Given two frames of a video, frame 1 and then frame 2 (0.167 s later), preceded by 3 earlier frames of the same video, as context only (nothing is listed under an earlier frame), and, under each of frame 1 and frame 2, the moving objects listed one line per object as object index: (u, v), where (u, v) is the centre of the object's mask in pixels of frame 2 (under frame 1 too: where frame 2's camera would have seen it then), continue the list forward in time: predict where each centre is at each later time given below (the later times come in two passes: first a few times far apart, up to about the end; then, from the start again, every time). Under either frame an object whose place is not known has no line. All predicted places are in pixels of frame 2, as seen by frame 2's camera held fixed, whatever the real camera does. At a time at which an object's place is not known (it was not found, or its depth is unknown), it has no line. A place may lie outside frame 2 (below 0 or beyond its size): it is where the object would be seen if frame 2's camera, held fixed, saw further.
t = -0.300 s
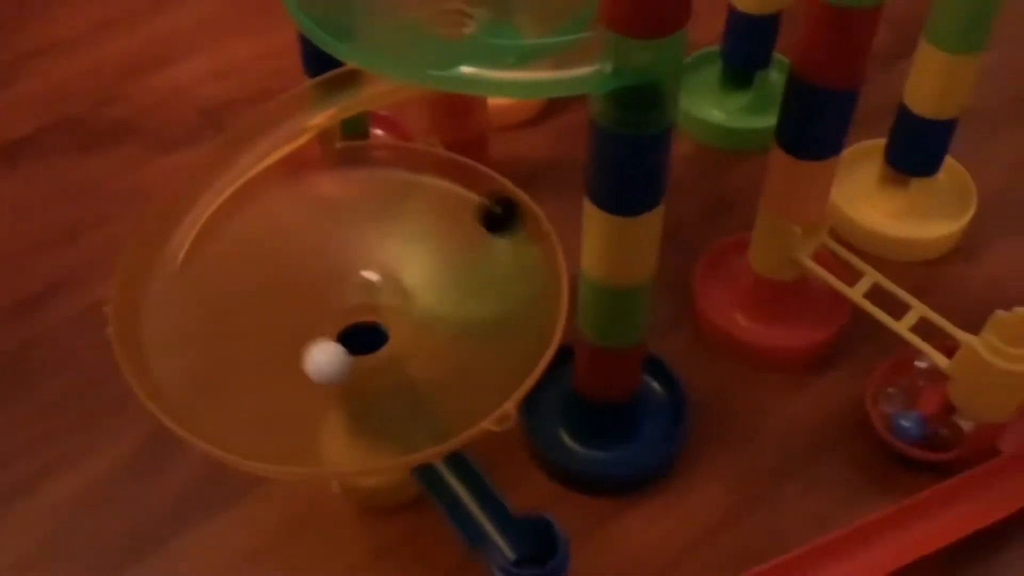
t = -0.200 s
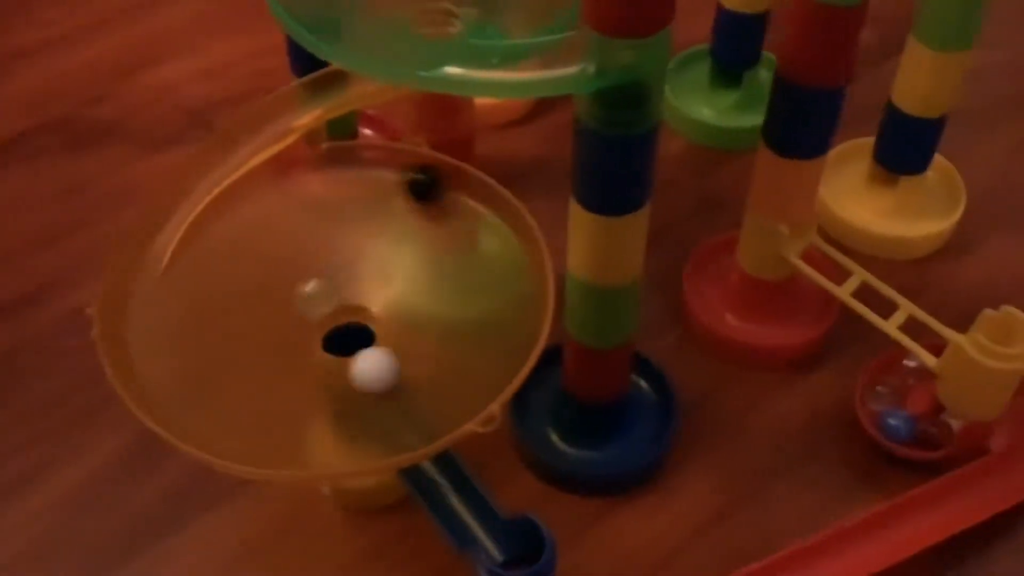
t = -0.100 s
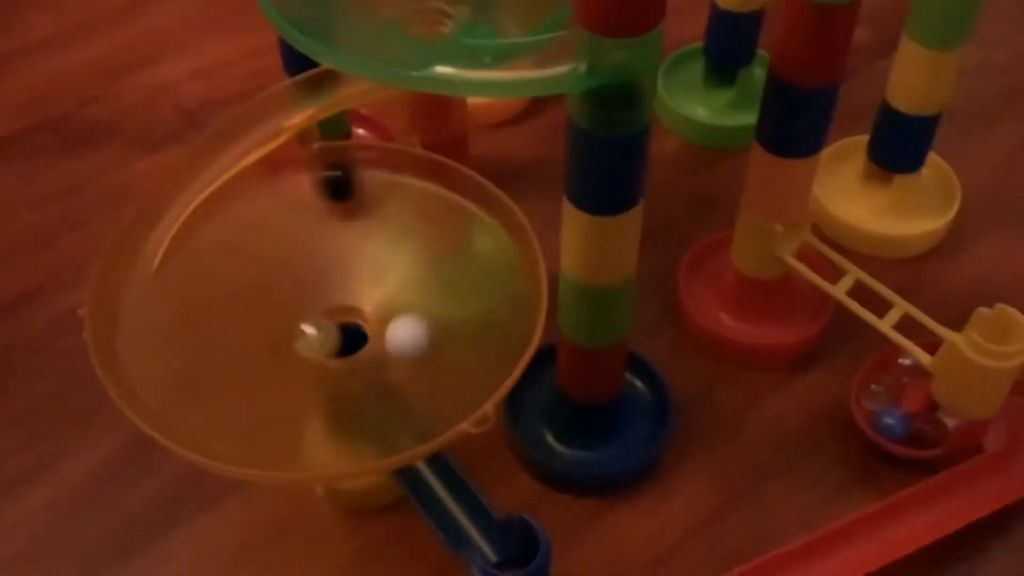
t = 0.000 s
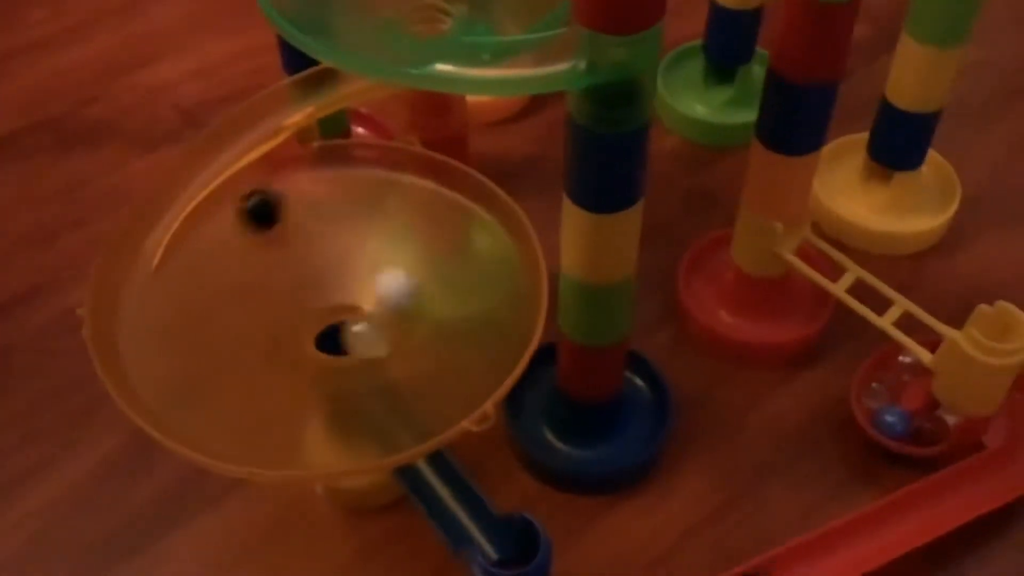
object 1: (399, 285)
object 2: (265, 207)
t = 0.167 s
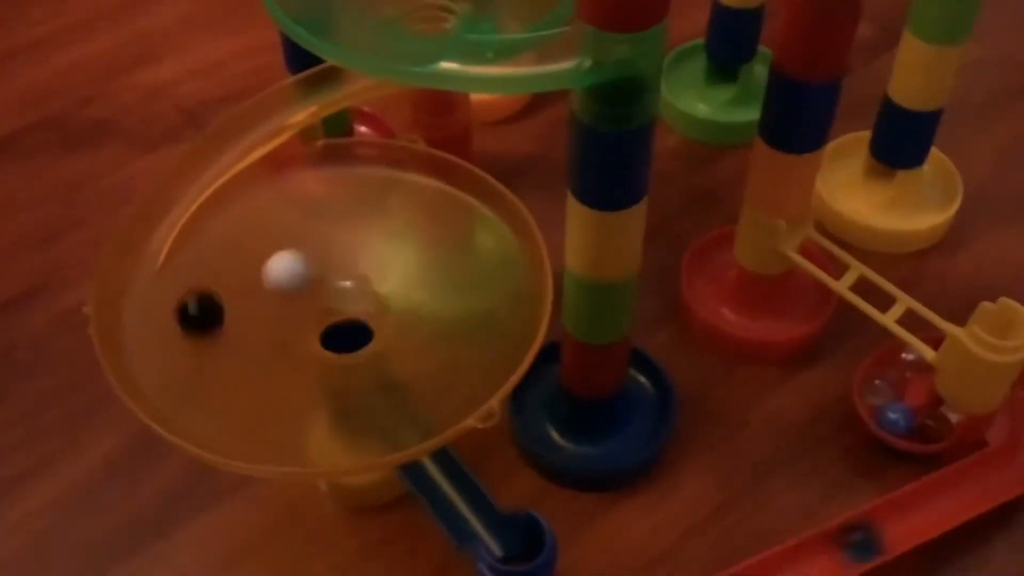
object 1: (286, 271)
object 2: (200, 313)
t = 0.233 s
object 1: (263, 296)
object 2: (215, 360)
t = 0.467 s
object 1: (369, 342)
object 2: (400, 404)
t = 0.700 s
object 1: (361, 254)
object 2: (496, 292)
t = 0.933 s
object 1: (314, 353)
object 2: (375, 214)
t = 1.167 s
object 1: (386, 294)
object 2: (217, 306)
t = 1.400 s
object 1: (285, 309)
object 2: (325, 395)
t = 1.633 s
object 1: (398, 309)
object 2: (455, 295)
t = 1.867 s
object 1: (301, 304)
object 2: (350, 218)
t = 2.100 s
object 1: (370, 329)
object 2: (250, 330)
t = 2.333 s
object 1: (314, 288)
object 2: (410, 359)
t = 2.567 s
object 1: (380, 328)
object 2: (417, 253)
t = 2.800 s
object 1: (303, 305)
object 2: (258, 298)
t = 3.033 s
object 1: (377, 307)
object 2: (358, 369)
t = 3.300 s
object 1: (332, 338)
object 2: (379, 246)
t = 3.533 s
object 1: (335, 299)
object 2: (274, 322)
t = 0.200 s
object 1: (272, 281)
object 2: (204, 338)
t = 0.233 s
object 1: (263, 296)
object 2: (215, 360)
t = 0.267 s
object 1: (262, 311)
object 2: (231, 379)
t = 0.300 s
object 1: (264, 325)
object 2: (256, 395)
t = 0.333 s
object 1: (276, 339)
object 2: (281, 406)
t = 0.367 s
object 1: (295, 349)
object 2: (311, 413)
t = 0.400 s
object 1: (318, 353)
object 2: (343, 415)
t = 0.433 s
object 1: (343, 352)
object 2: (370, 412)
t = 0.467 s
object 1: (369, 342)
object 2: (400, 404)
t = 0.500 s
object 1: (389, 328)
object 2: (426, 394)
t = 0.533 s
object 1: (402, 310)
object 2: (449, 380)
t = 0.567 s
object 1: (406, 290)
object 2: (468, 364)
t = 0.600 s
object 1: (403, 274)
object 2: (483, 347)
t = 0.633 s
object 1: (394, 261)
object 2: (491, 328)
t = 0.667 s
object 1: (379, 255)
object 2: (496, 310)
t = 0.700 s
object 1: (361, 254)
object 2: (496, 292)
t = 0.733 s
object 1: (341, 260)
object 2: (492, 274)
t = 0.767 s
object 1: (322, 270)
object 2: (481, 257)
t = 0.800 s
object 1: (304, 286)
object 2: (467, 243)
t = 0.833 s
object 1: (294, 306)
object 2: (451, 232)
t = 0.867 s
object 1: (292, 325)
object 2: (429, 223)
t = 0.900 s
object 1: (300, 341)
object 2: (403, 216)
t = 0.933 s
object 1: (314, 353)
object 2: (375, 214)
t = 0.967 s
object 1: (333, 357)
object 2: (347, 215)
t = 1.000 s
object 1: (352, 357)
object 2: (319, 221)
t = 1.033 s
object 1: (370, 351)
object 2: (289, 231)
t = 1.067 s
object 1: (383, 339)
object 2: (263, 246)
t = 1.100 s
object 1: (392, 326)
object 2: (242, 264)
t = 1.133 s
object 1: (393, 310)
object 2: (227, 283)
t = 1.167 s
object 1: (386, 294)
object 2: (217, 306)
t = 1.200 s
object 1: (373, 281)
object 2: (215, 327)
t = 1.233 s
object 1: (353, 272)
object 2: (220, 346)
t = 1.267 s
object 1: (331, 269)
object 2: (231, 363)
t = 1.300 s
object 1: (311, 273)
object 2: (249, 378)
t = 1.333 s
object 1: (296, 281)
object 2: (270, 389)
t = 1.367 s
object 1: (287, 294)
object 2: (297, 395)
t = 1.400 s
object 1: (285, 309)
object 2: (325, 395)
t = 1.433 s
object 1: (292, 324)
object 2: (352, 392)
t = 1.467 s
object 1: (305, 336)
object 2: (380, 385)
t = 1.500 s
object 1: (327, 344)
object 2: (405, 372)
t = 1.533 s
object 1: (352, 342)
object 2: (426, 355)
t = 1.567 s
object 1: (375, 334)
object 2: (441, 336)
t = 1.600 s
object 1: (389, 322)
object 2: (451, 316)
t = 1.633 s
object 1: (398, 309)
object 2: (455, 295)
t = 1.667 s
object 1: (398, 296)
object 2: (453, 276)
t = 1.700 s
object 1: (391, 285)
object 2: (446, 258)
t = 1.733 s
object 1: (378, 279)
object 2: (434, 243)
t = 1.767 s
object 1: (357, 278)
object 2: (417, 231)
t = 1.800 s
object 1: (336, 282)
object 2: (397, 222)
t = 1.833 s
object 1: (316, 291)
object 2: (374, 217)
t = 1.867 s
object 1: (301, 304)
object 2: (350, 218)
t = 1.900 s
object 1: (294, 317)
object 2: (325, 222)
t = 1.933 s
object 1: (296, 330)
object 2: (302, 231)
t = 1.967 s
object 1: (304, 341)
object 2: (279, 245)
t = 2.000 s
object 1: (319, 346)
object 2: (262, 263)
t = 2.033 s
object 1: (338, 346)
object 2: (251, 285)
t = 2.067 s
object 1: (355, 341)
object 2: (246, 307)
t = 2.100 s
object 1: (370, 329)
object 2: (250, 330)
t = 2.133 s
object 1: (378, 314)
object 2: (263, 349)
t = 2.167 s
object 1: (378, 296)
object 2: (282, 364)
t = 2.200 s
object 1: (372, 283)
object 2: (306, 374)
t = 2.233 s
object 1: (359, 276)
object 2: (333, 379)
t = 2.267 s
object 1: (343, 273)
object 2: (361, 377)
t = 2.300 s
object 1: (327, 278)
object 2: (387, 370)
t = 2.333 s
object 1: (314, 288)
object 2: (410, 359)
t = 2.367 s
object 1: (306, 302)
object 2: (428, 345)
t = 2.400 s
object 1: (308, 319)
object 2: (440, 329)
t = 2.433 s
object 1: (319, 334)
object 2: (448, 311)
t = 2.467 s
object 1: (335, 341)
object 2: (448, 294)
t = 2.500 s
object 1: (352, 342)
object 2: (443, 278)
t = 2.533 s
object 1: (369, 336)
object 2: (433, 264)
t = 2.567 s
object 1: (380, 328)
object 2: (417, 253)
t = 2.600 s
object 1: (385, 318)
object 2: (397, 246)
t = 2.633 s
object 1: (381, 307)
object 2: (372, 242)
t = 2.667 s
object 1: (370, 297)
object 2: (345, 244)
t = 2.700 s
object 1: (351, 291)
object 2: (315, 251)
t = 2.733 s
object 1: (332, 291)
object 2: (291, 263)
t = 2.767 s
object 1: (314, 296)
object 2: (271, 279)
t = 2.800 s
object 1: (303, 305)
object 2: (258, 298)
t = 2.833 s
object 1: (300, 316)
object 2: (252, 318)
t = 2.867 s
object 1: (304, 327)
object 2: (256, 336)
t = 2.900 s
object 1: (319, 335)
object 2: (266, 351)
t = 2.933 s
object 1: (338, 337)
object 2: (283, 363)
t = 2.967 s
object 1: (355, 333)
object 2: (305, 370)
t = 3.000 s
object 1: (371, 321)
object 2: (330, 370)
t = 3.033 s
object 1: (377, 307)
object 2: (358, 369)
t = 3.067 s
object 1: (376, 294)
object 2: (382, 357)
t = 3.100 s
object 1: (368, 286)
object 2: (401, 342)
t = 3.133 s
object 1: (354, 283)
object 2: (414, 323)
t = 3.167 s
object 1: (340, 288)
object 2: (420, 304)
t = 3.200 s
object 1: (325, 298)
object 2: (420, 285)
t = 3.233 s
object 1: (317, 315)
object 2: (411, 268)
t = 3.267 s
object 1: (321, 328)
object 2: (397, 254)
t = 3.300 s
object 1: (332, 338)
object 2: (379, 246)
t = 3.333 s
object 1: (346, 340)
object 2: (357, 242)
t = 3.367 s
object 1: (359, 336)
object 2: (334, 243)
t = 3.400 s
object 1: (369, 329)
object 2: (312, 251)
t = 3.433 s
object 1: (371, 320)
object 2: (294, 264)
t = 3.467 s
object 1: (367, 310)
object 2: (279, 281)
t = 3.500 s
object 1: (354, 301)
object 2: (273, 301)
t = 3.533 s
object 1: (335, 299)
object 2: (274, 322)
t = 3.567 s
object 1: (319, 307)
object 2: (285, 341)
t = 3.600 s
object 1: (313, 315)
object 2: (304, 353)
